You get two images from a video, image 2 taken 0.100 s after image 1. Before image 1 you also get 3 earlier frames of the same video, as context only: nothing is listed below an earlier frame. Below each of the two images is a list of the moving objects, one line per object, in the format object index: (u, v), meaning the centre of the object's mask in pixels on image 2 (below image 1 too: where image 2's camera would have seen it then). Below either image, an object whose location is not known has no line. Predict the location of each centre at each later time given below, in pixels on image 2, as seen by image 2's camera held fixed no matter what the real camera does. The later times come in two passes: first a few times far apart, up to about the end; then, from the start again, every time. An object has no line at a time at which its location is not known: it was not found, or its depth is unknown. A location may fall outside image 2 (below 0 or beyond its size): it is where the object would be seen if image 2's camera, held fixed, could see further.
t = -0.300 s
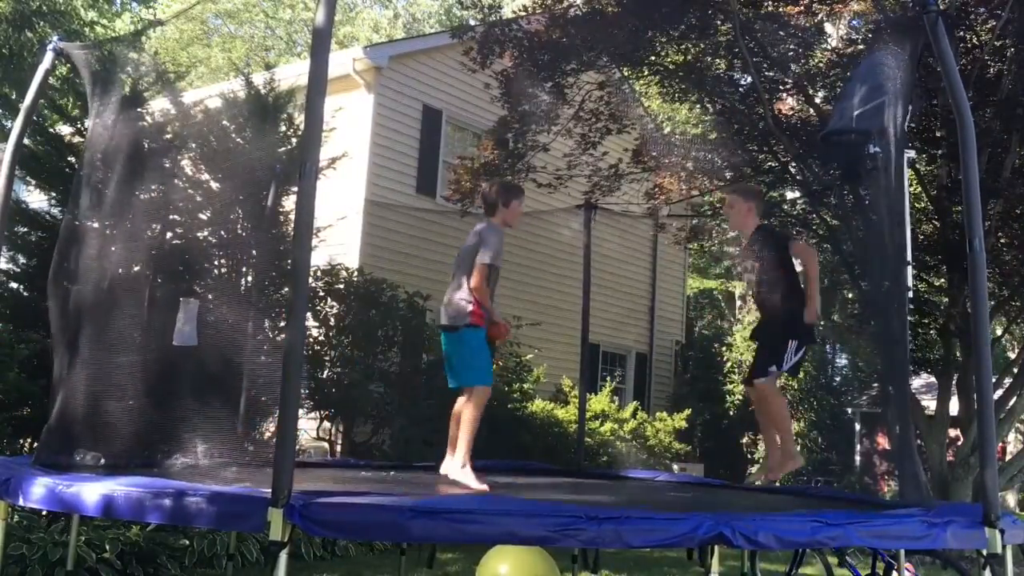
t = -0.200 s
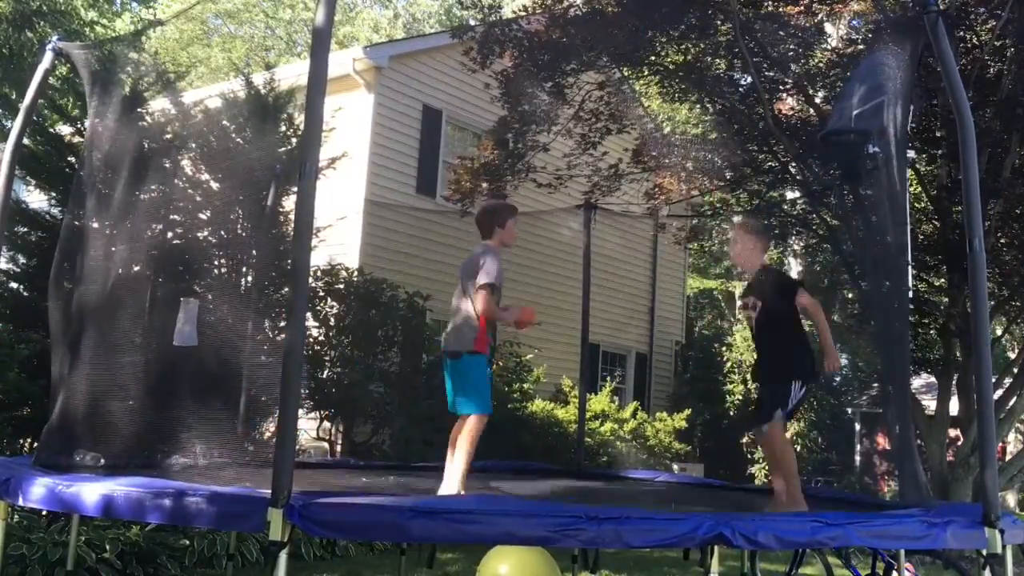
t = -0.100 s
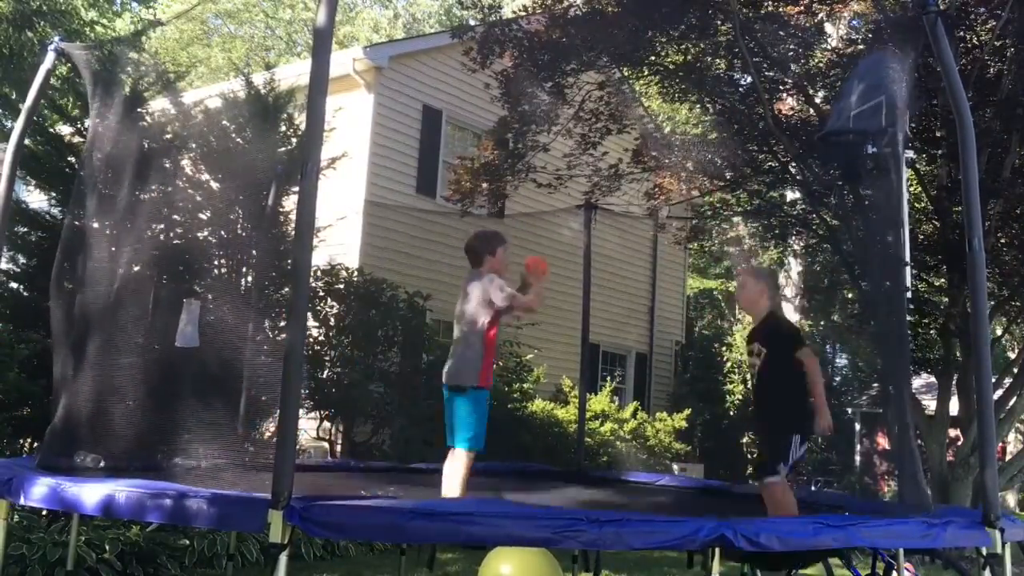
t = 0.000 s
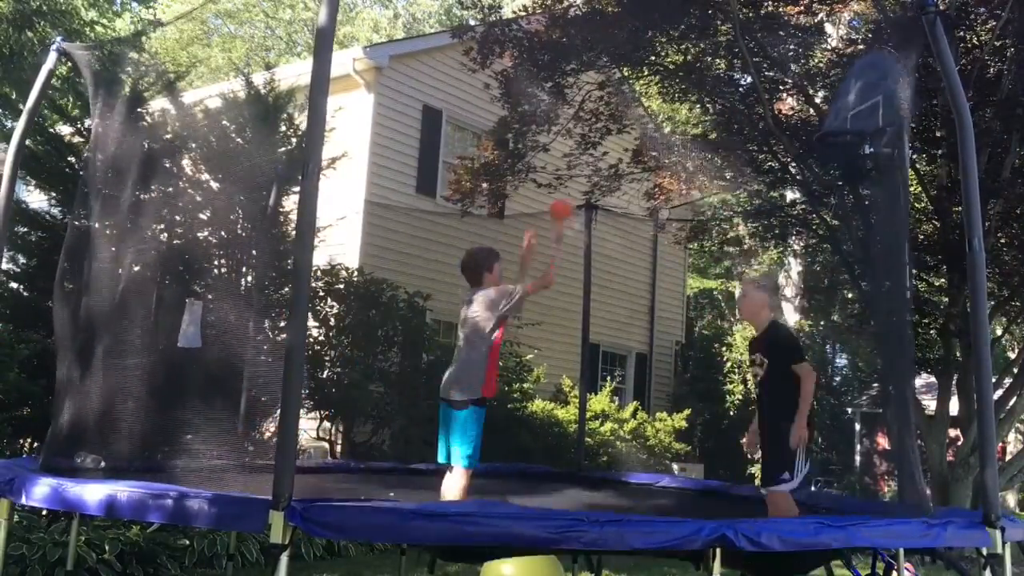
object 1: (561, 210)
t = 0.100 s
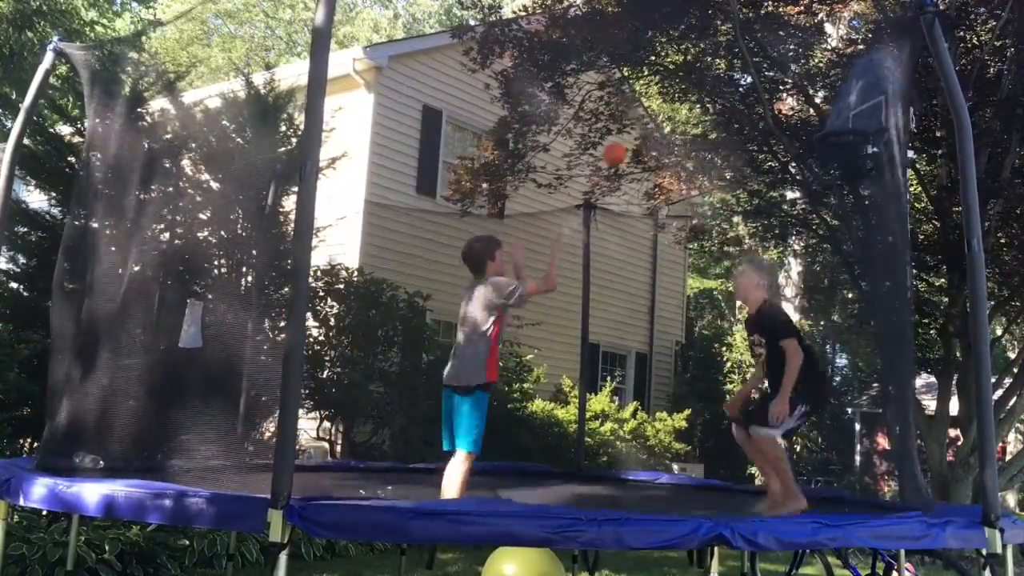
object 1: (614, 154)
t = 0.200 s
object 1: (664, 119)
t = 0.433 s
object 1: (771, 102)
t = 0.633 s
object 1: (840, 124)
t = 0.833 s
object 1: (840, 124)
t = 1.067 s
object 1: (833, 125)
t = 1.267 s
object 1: (830, 125)
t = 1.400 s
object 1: (837, 126)
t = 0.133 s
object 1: (632, 140)
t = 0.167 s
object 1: (650, 128)
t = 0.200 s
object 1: (664, 119)
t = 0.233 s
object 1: (681, 109)
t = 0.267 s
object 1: (697, 103)
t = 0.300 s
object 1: (712, 99)
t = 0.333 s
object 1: (728, 97)
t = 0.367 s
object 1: (742, 97)
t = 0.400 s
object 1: (756, 98)
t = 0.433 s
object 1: (771, 102)
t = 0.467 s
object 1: (784, 106)
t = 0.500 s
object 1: (799, 114)
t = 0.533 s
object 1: (812, 122)
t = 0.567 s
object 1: (822, 128)
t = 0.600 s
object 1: (833, 126)
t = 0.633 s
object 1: (840, 124)
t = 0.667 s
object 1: (846, 123)
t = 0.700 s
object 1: (846, 122)
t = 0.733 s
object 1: (845, 121)
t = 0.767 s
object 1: (843, 122)
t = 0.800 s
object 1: (840, 124)
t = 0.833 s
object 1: (840, 124)
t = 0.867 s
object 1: (839, 124)
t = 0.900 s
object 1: (838, 124)
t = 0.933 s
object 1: (838, 125)
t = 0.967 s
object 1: (836, 124)
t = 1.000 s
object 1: (834, 125)
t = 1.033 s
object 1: (833, 125)
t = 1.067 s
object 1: (833, 125)
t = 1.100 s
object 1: (831, 125)
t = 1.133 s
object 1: (831, 125)
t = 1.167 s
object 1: (830, 125)
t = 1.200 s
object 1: (830, 125)
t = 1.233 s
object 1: (830, 125)
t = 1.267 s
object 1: (830, 125)
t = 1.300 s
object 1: (830, 125)
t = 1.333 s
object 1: (832, 125)
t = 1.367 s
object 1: (833, 125)
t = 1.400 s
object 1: (837, 126)
